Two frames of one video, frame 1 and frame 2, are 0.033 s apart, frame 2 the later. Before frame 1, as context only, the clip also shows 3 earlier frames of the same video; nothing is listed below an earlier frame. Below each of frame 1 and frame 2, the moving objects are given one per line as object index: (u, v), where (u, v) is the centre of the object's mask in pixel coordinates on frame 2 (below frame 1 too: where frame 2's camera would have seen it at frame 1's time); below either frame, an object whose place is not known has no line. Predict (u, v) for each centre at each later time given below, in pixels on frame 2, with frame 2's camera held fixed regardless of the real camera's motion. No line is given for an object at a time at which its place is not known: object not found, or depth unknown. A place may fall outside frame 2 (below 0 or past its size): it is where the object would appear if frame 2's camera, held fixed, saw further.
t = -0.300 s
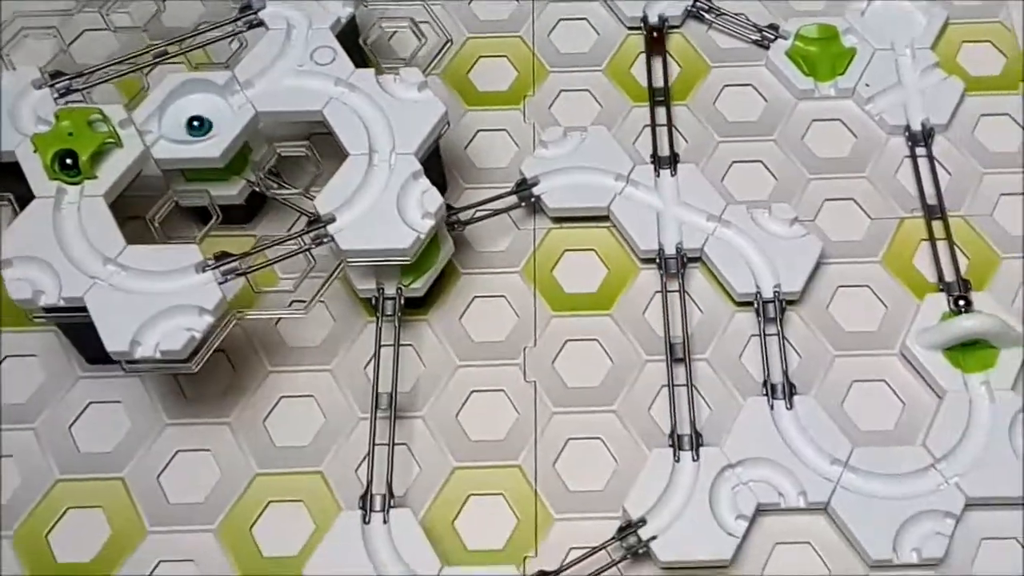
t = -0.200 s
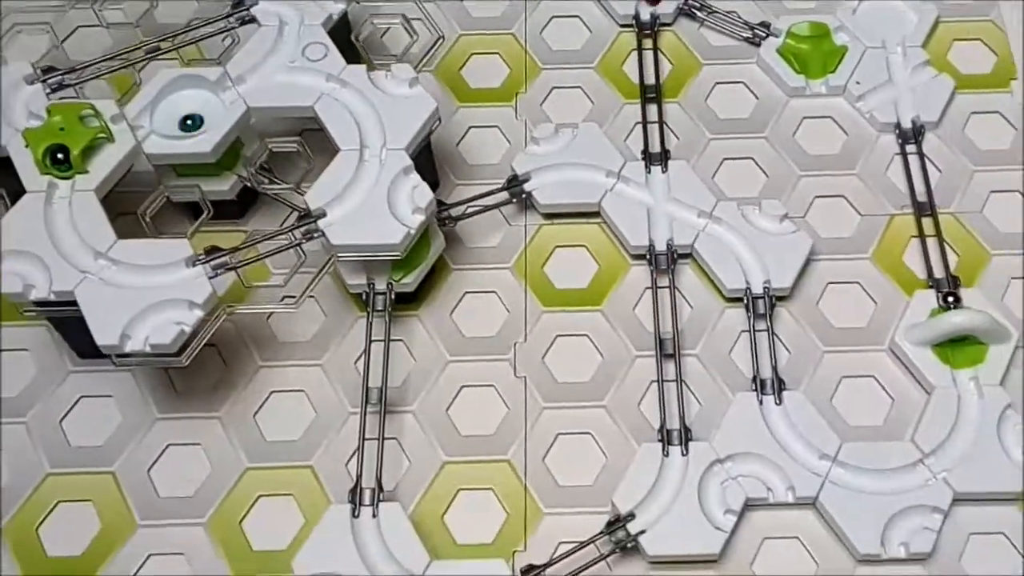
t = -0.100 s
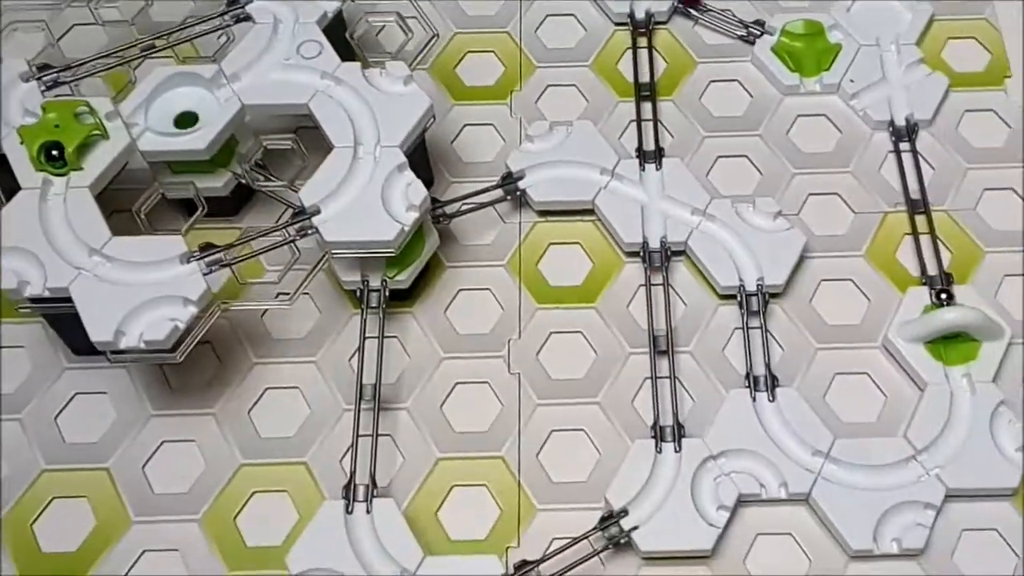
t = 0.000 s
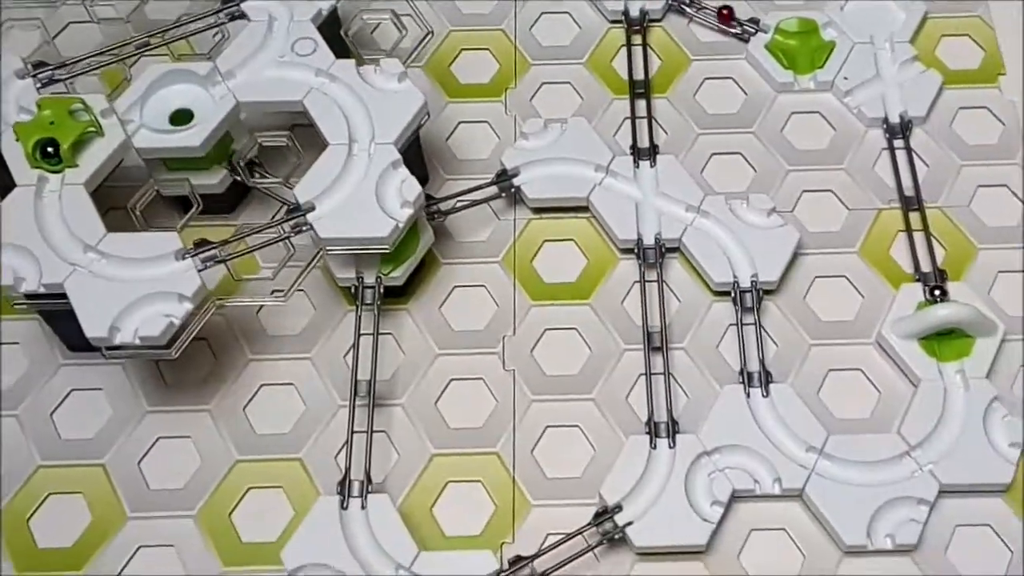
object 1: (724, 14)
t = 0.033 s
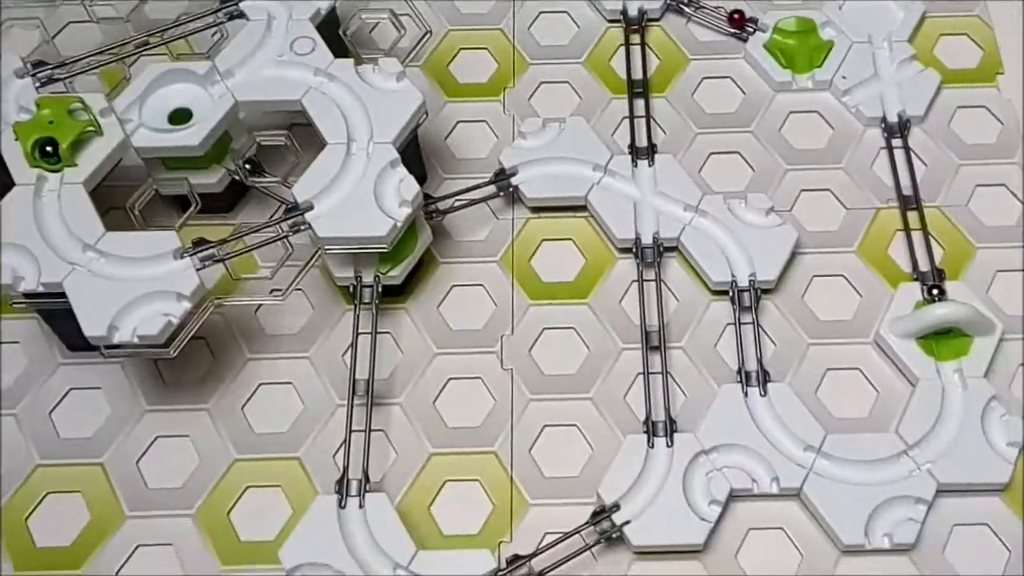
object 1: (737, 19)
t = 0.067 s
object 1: (749, 24)
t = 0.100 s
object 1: (762, 30)
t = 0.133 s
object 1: (776, 35)
